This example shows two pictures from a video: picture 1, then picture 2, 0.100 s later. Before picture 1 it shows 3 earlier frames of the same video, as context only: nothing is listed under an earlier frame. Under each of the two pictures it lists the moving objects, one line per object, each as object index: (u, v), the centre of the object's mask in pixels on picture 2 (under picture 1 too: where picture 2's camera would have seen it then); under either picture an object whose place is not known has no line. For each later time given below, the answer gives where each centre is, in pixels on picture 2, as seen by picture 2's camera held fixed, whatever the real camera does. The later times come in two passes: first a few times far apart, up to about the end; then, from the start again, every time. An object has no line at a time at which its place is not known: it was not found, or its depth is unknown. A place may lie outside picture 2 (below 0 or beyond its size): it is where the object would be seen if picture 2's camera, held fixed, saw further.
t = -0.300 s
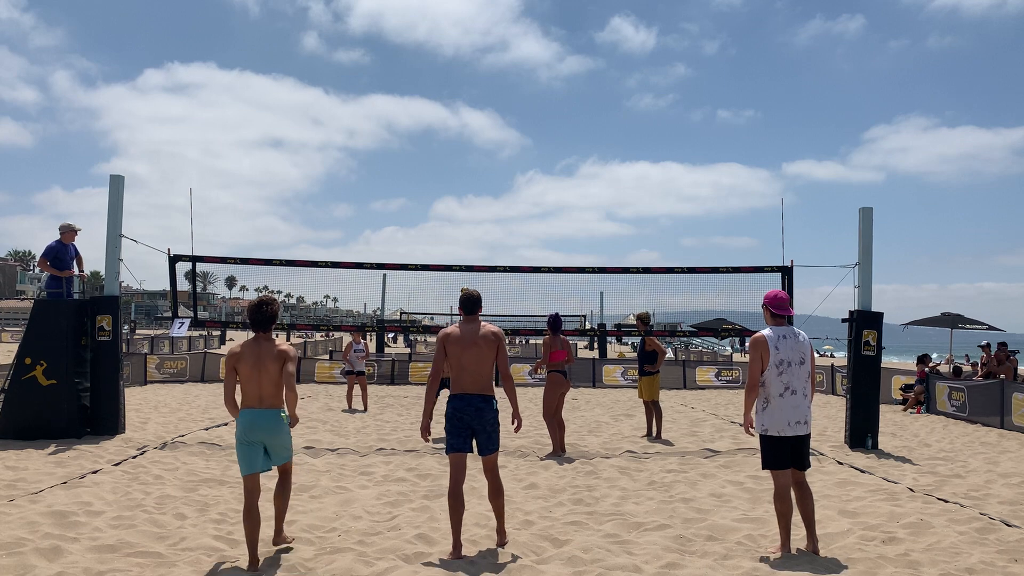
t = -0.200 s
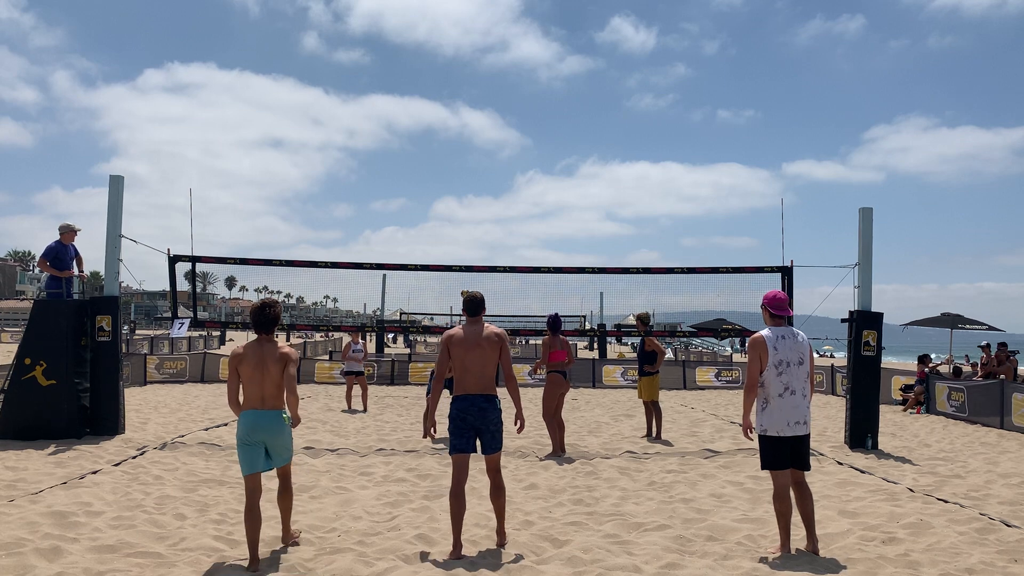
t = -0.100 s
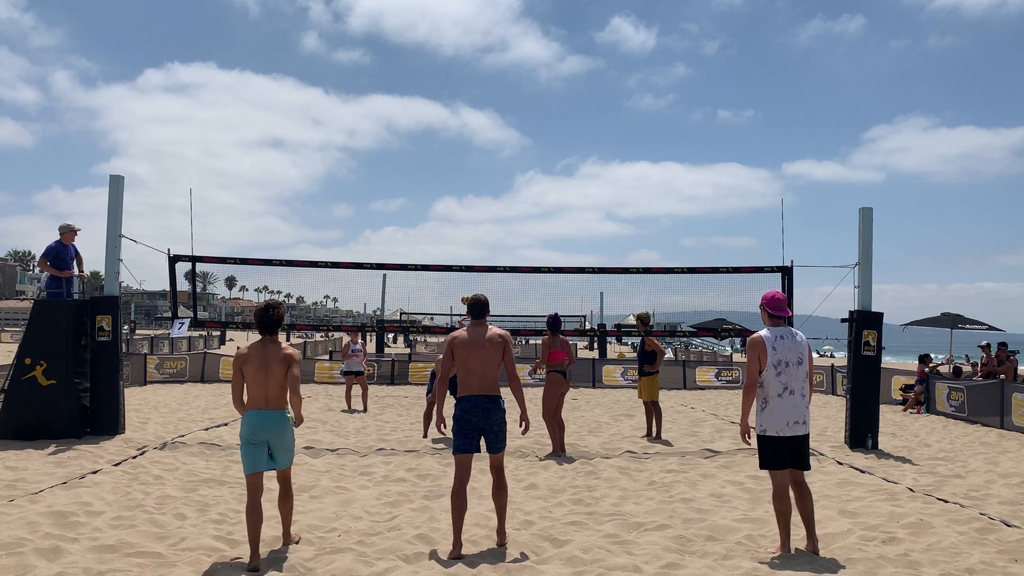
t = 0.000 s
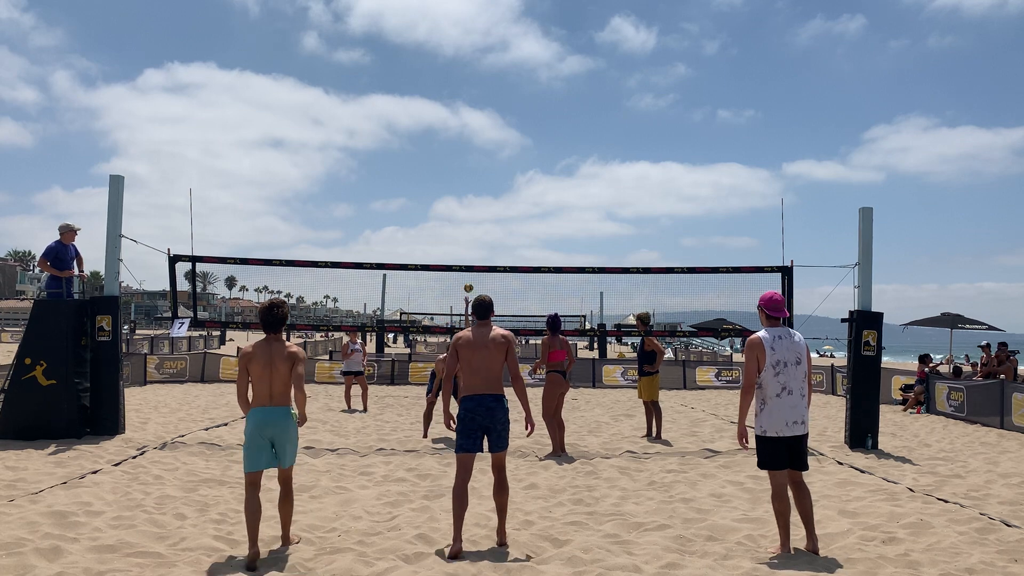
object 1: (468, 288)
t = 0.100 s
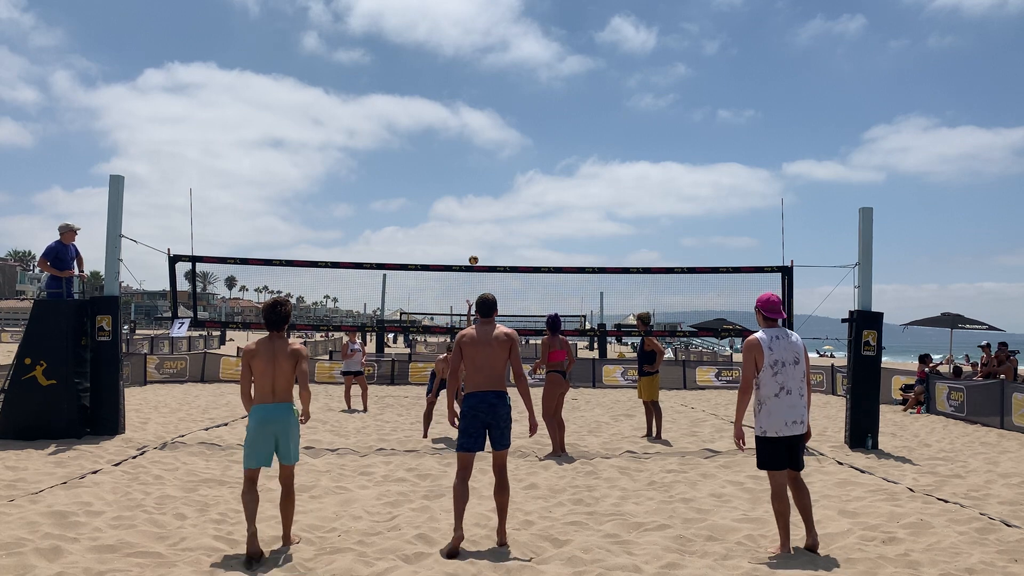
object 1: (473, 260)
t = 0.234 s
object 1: (480, 226)
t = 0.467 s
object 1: (492, 181)
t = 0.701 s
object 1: (505, 158)
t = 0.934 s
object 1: (520, 166)
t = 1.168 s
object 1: (538, 219)
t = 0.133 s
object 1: (475, 251)
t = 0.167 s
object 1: (476, 242)
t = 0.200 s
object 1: (478, 234)
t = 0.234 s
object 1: (480, 226)
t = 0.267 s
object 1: (481, 219)
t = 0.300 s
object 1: (483, 212)
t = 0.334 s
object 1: (485, 205)
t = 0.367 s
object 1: (487, 198)
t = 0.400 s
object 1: (488, 192)
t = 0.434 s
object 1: (490, 186)
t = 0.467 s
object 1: (492, 181)
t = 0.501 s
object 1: (494, 176)
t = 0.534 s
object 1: (495, 171)
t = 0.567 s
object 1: (497, 168)
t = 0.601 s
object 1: (499, 165)
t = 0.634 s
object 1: (501, 162)
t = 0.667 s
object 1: (503, 160)
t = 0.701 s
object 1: (505, 158)
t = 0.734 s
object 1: (507, 157)
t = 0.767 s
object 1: (509, 157)
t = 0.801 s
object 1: (511, 157)
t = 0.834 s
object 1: (513, 158)
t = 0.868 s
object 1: (516, 160)
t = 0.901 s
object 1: (518, 163)
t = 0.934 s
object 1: (520, 166)
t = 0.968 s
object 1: (523, 171)
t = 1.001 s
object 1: (525, 176)
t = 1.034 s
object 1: (527, 182)
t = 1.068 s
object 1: (530, 190)
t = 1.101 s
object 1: (533, 198)
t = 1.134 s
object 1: (535, 208)
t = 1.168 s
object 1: (538, 219)
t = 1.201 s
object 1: (541, 231)
